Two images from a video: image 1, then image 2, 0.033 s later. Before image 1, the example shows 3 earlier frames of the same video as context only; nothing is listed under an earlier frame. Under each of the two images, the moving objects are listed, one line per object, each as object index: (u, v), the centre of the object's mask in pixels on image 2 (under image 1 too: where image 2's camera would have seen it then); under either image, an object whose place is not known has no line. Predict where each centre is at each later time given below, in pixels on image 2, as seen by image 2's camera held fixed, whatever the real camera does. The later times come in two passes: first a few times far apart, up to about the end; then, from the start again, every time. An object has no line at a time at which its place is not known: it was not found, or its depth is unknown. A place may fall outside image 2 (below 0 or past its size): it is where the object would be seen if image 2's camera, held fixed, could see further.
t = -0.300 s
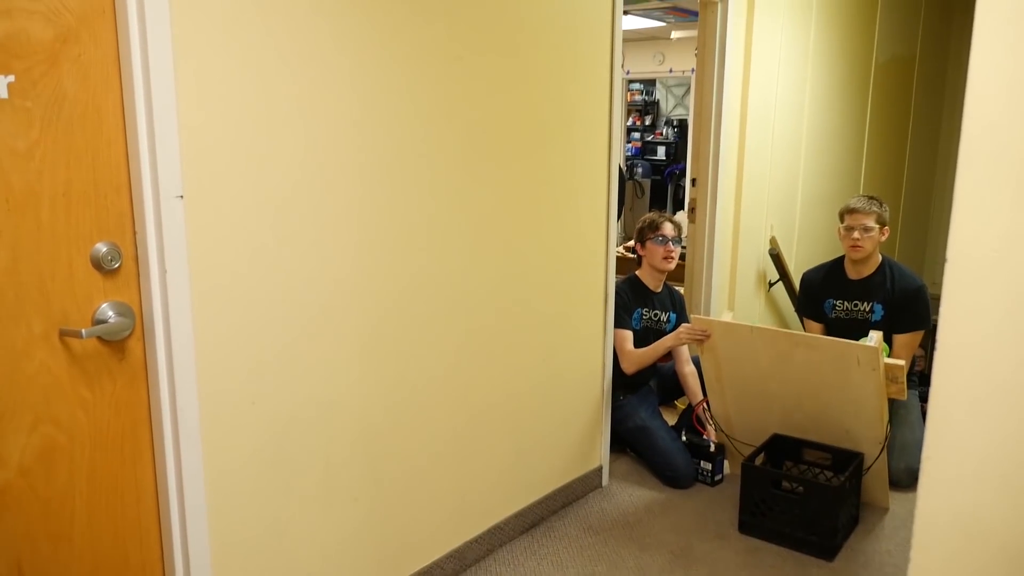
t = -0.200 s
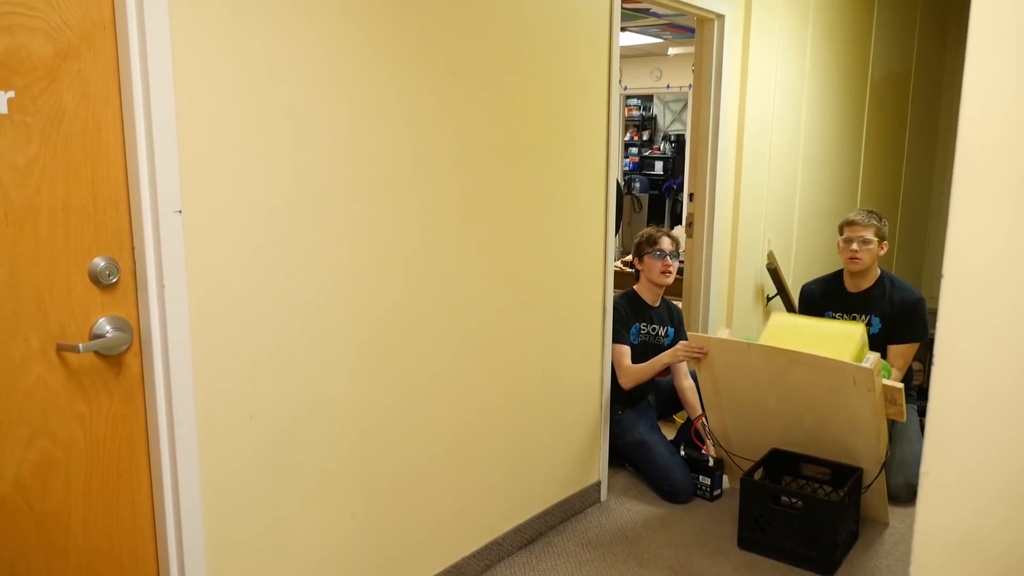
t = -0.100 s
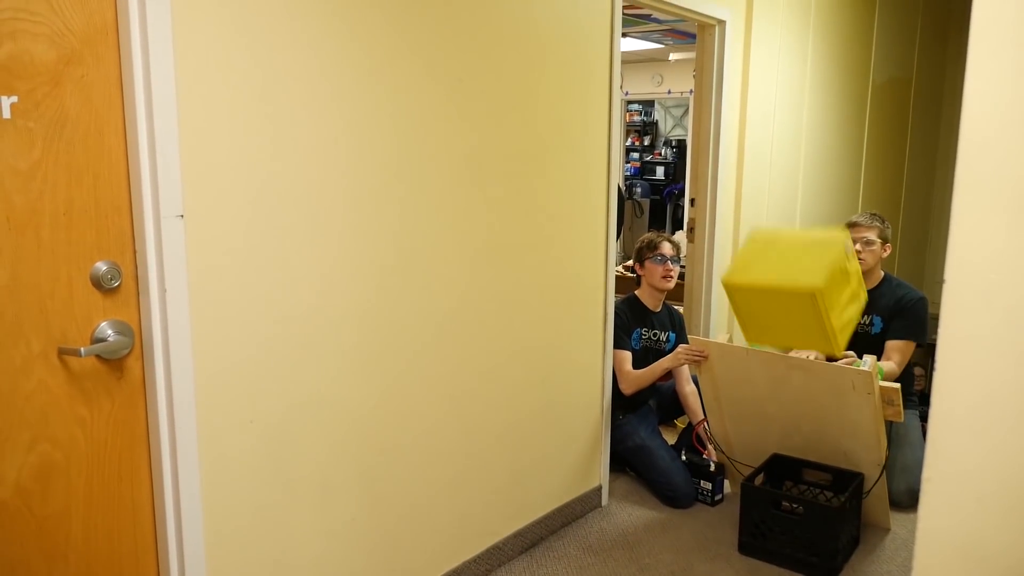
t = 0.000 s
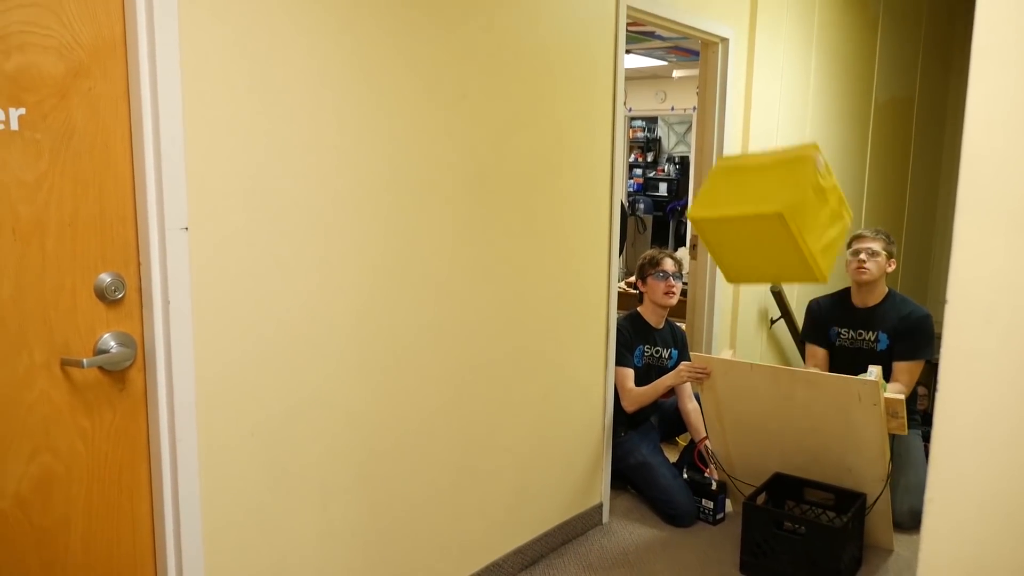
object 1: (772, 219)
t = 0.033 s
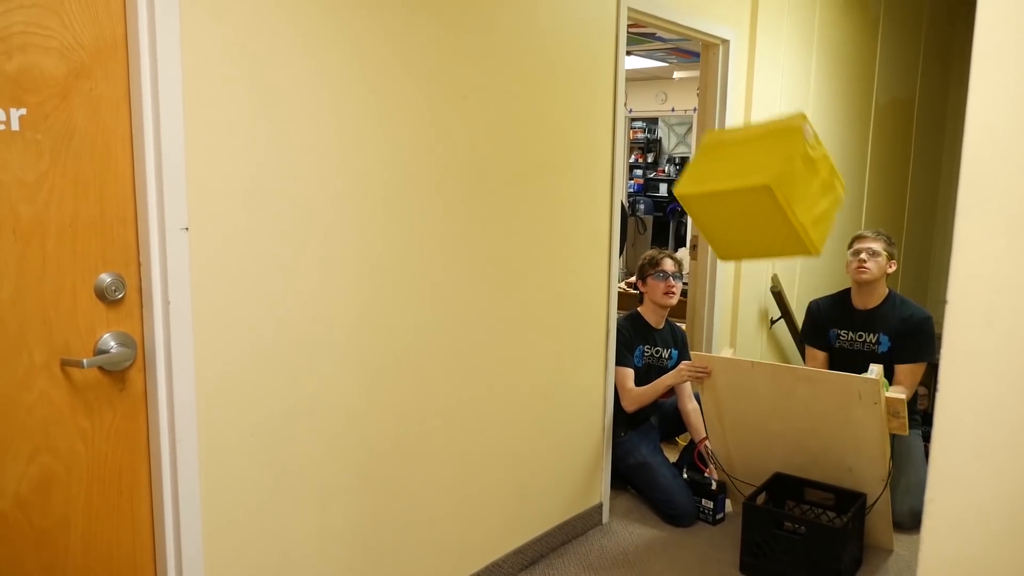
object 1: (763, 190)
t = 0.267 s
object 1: (663, 76)
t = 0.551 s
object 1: (462, 209)
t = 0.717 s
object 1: (281, 510)
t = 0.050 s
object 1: (757, 177)
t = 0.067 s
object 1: (752, 165)
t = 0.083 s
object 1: (746, 154)
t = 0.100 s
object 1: (739, 142)
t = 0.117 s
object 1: (733, 132)
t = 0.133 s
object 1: (726, 122)
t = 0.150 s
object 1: (719, 112)
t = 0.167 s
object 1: (712, 104)
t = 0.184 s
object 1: (705, 96)
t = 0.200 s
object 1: (697, 90)
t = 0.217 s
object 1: (689, 85)
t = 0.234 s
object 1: (680, 81)
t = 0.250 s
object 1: (672, 78)
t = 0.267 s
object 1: (663, 76)
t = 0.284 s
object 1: (654, 75)
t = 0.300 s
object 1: (644, 74)
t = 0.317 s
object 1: (635, 75)
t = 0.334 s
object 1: (625, 76)
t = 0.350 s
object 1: (615, 78)
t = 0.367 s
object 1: (604, 80)
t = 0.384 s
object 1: (593, 84)
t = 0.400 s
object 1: (582, 89)
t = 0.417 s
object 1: (570, 94)
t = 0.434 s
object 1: (558, 102)
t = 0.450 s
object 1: (545, 111)
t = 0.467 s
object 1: (532, 123)
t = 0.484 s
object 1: (520, 136)
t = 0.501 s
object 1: (507, 152)
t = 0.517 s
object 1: (492, 169)
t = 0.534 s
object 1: (478, 188)
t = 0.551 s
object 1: (462, 209)
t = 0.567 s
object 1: (446, 233)
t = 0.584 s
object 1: (429, 257)
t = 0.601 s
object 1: (411, 286)
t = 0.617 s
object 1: (394, 315)
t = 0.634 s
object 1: (375, 346)
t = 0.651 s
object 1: (356, 381)
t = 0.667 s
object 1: (335, 419)
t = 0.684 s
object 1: (315, 461)
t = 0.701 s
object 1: (298, 486)
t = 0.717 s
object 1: (281, 510)
